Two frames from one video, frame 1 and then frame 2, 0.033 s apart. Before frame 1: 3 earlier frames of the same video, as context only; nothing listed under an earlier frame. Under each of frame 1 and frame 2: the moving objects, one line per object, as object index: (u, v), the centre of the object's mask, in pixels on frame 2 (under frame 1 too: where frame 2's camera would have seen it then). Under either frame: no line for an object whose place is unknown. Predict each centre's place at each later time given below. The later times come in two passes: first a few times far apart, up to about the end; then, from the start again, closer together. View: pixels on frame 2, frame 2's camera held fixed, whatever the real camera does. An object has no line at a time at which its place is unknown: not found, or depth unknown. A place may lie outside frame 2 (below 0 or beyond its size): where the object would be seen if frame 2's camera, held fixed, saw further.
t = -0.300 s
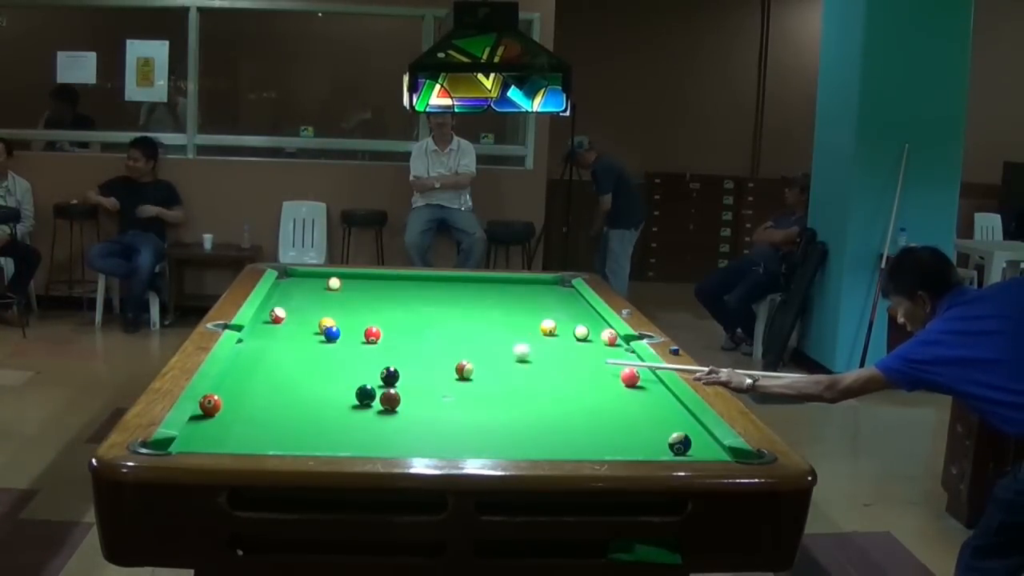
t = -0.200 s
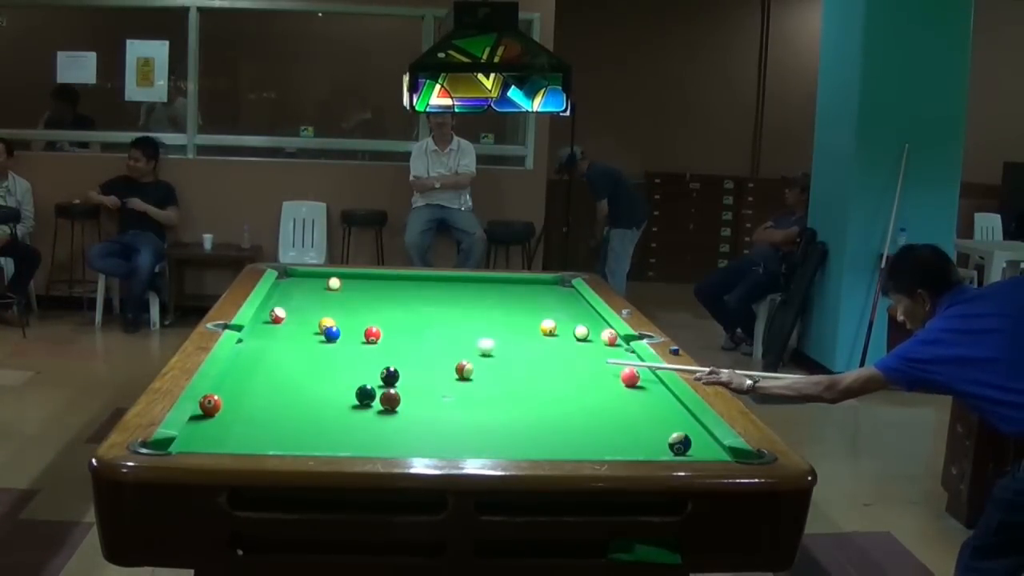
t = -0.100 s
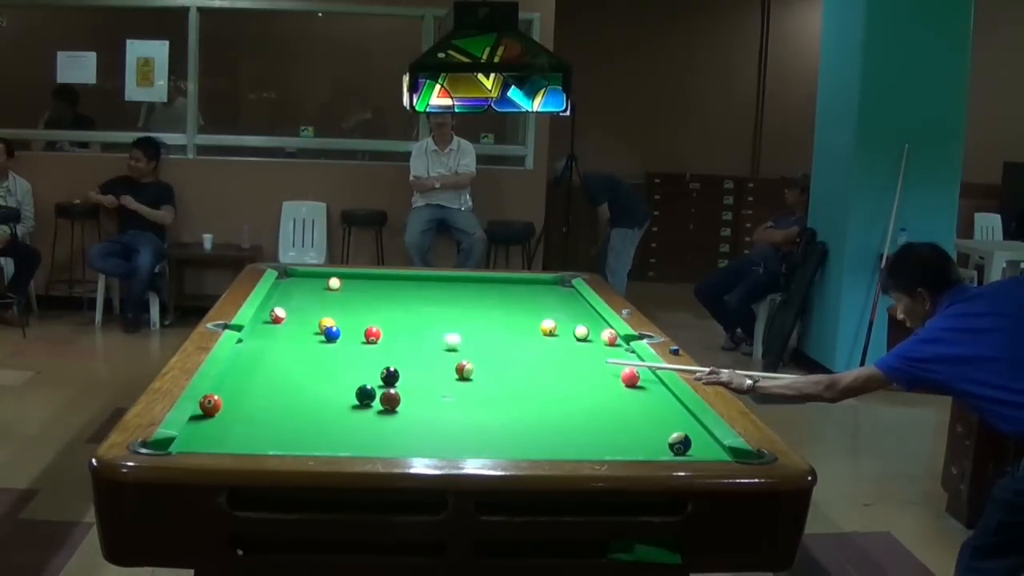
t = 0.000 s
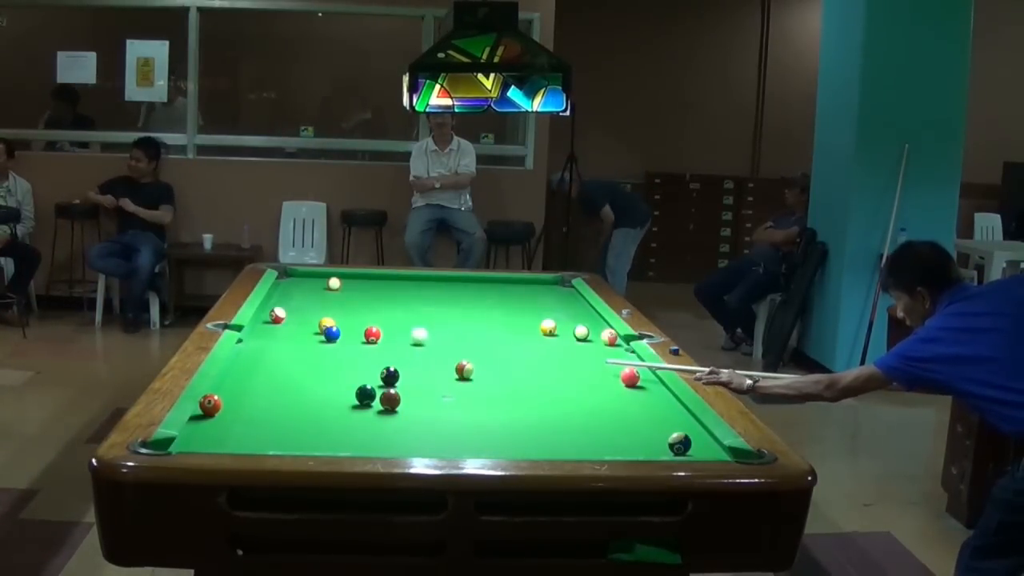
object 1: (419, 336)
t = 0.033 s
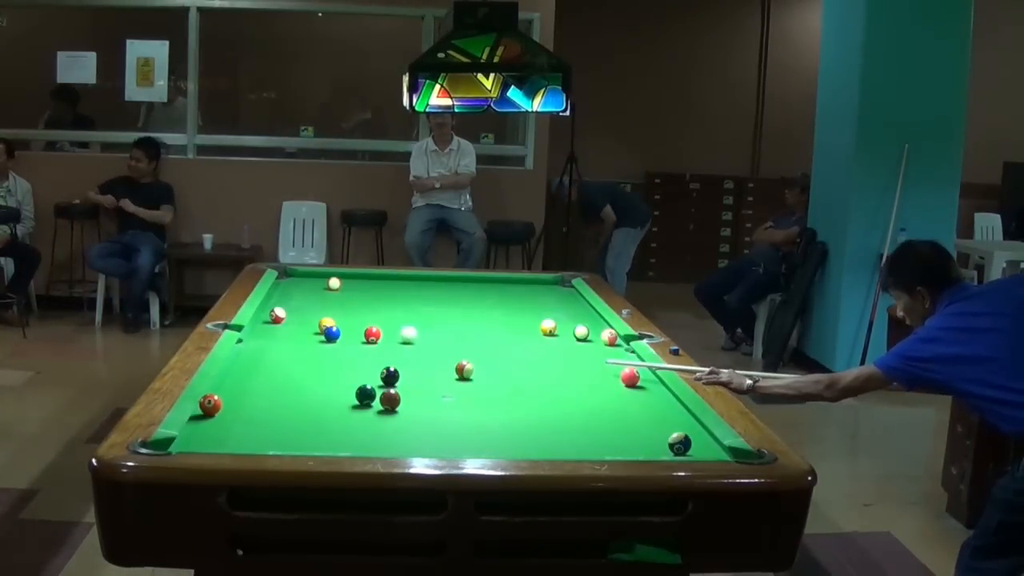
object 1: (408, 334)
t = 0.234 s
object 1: (348, 325)
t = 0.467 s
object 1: (308, 312)
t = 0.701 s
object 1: (273, 301)
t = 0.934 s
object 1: (288, 296)
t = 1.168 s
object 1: (307, 291)
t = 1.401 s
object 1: (324, 287)
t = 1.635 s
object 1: (336, 286)
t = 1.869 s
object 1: (347, 285)
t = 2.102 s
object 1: (356, 285)
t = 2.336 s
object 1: (364, 285)
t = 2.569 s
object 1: (370, 284)
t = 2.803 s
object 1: (376, 284)
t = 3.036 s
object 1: (381, 284)
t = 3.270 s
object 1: (384, 284)
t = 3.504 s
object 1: (386, 284)
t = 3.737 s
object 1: (388, 284)
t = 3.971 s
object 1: (388, 284)
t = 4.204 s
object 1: (388, 284)
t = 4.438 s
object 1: (388, 284)
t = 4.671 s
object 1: (388, 284)
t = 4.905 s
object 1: (388, 284)
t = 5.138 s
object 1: (388, 284)
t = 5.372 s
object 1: (388, 284)
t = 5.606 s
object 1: (388, 284)
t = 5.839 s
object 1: (388, 284)
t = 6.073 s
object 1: (388, 284)
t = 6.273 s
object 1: (393, 282)
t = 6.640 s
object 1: (384, 283)
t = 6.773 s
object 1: (389, 284)
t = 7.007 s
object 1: (389, 284)
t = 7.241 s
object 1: (389, 283)
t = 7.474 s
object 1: (389, 284)
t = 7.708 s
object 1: (388, 284)
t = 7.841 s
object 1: (388, 284)
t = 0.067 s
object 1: (398, 332)
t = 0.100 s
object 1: (388, 331)
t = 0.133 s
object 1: (379, 326)
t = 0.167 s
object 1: (366, 325)
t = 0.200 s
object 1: (357, 326)
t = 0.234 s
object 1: (348, 325)
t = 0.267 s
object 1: (341, 322)
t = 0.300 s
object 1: (335, 320)
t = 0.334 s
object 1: (330, 318)
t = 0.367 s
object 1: (325, 318)
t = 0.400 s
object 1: (319, 315)
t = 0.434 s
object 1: (314, 314)
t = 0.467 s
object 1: (308, 312)
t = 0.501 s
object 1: (303, 311)
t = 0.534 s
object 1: (297, 310)
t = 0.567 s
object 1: (293, 308)
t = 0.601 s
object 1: (288, 306)
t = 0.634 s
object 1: (283, 304)
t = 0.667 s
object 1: (278, 302)
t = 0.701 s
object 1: (273, 301)
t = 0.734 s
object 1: (269, 301)
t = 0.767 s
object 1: (273, 300)
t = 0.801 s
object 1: (276, 299)
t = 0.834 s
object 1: (279, 298)
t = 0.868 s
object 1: (282, 298)
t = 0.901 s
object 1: (285, 297)
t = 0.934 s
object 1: (288, 296)
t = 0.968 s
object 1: (290, 296)
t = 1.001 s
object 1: (293, 295)
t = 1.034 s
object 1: (296, 294)
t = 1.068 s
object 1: (299, 293)
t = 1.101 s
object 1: (301, 293)
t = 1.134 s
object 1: (304, 292)
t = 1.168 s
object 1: (307, 291)
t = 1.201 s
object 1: (309, 291)
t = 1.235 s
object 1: (312, 290)
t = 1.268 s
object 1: (314, 289)
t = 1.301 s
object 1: (317, 289)
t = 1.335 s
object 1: (319, 288)
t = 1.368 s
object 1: (322, 288)
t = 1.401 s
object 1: (324, 287)
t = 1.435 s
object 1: (326, 286)
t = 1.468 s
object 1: (328, 286)
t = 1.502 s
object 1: (330, 286)
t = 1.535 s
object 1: (332, 285)
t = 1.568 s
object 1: (334, 285)
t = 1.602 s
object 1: (335, 286)
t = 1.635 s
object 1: (336, 286)
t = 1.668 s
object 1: (338, 285)
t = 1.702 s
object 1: (340, 285)
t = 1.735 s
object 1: (341, 285)
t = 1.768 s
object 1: (342, 285)
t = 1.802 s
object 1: (344, 285)
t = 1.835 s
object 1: (346, 285)
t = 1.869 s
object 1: (347, 285)
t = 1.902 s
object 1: (348, 285)
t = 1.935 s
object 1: (350, 285)
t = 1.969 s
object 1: (351, 285)
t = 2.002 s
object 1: (352, 285)
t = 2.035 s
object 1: (353, 285)
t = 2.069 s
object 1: (355, 285)
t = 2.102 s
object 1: (356, 285)
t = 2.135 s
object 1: (357, 285)
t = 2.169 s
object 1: (358, 285)
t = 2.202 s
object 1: (359, 285)
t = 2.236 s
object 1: (360, 285)
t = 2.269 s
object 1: (362, 285)
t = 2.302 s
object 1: (362, 285)
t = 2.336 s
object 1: (364, 285)
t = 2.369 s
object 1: (365, 285)
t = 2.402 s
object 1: (365, 285)
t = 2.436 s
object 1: (366, 284)
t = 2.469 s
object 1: (368, 284)
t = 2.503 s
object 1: (369, 284)
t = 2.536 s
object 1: (369, 284)
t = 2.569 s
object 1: (370, 284)
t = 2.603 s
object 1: (371, 284)
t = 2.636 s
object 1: (372, 284)
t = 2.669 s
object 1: (373, 284)
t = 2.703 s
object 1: (374, 284)
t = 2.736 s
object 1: (374, 284)
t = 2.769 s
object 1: (375, 284)
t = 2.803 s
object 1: (376, 284)
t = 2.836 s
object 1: (377, 284)
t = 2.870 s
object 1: (377, 284)
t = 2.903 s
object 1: (378, 284)
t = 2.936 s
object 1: (379, 284)
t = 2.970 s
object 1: (379, 284)
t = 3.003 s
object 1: (380, 284)
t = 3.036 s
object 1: (381, 284)
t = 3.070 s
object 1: (381, 284)
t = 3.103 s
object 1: (382, 284)
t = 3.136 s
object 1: (382, 284)
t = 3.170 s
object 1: (382, 284)
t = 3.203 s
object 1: (383, 284)
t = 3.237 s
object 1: (383, 284)
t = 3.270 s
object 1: (384, 284)
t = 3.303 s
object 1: (384, 284)
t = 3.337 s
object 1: (385, 284)
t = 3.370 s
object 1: (385, 284)
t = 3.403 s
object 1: (386, 284)
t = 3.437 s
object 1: (386, 284)
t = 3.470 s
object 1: (386, 284)
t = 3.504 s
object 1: (386, 284)
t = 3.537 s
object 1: (387, 284)
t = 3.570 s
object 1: (387, 284)
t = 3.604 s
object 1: (387, 284)
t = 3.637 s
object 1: (387, 284)
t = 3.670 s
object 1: (388, 284)
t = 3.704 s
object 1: (388, 284)
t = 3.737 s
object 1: (388, 284)
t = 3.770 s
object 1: (388, 284)
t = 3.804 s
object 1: (388, 284)
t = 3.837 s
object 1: (388, 284)
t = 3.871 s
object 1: (388, 284)
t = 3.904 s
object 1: (388, 284)
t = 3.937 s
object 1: (388, 284)
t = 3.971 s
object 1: (388, 284)
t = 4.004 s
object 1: (388, 284)
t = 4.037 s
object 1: (388, 284)
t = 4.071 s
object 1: (388, 284)
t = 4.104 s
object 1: (388, 284)
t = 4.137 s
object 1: (388, 284)
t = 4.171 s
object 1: (388, 284)
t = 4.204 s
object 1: (388, 284)
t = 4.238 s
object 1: (388, 284)
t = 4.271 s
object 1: (388, 284)
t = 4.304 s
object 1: (388, 284)
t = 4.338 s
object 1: (388, 284)
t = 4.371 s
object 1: (388, 284)
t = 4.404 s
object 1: (388, 284)
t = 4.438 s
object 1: (388, 284)
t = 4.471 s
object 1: (388, 284)
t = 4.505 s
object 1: (388, 284)
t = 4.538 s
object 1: (388, 284)
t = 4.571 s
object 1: (388, 284)
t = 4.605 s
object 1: (388, 284)
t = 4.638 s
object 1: (388, 284)
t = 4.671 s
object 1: (388, 284)
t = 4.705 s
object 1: (388, 284)
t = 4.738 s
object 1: (388, 284)
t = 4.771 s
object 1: (388, 284)
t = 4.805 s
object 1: (388, 284)
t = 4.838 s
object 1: (388, 284)
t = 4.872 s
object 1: (388, 284)
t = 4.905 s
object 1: (388, 284)
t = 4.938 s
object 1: (388, 284)
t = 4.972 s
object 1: (388, 284)
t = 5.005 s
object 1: (388, 284)
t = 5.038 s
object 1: (388, 284)
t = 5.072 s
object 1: (388, 284)
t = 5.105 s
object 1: (388, 284)
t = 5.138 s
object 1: (388, 284)
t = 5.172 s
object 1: (388, 284)
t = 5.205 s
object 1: (388, 284)
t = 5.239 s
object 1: (388, 284)
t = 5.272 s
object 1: (388, 284)
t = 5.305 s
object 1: (388, 284)
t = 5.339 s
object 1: (388, 284)
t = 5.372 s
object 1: (388, 284)
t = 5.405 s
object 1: (388, 284)
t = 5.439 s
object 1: (388, 284)
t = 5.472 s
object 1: (388, 284)
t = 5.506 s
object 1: (388, 284)
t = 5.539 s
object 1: (388, 284)
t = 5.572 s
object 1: (388, 284)
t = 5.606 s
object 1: (388, 284)
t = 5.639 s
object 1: (388, 284)
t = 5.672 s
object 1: (388, 284)
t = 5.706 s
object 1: (388, 284)
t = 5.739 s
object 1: (388, 284)
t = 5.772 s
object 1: (388, 284)
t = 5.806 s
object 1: (388, 284)
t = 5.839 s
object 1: (388, 284)
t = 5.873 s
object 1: (388, 284)
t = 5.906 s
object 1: (388, 284)
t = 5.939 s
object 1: (388, 284)
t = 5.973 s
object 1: (388, 284)
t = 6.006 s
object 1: (388, 284)
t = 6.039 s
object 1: (388, 284)
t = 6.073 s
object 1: (388, 284)
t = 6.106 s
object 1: (388, 284)
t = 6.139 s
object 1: (388, 284)
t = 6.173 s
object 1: (388, 284)
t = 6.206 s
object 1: (388, 284)
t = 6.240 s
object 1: (389, 284)
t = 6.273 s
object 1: (393, 282)
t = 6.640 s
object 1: (384, 283)
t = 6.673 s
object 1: (389, 283)
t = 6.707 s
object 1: (389, 283)
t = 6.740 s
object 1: (389, 283)
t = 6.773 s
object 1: (389, 284)
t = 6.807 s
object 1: (389, 283)
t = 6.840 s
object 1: (389, 284)
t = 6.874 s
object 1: (389, 284)
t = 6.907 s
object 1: (389, 284)
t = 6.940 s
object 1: (389, 283)
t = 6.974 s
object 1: (389, 284)
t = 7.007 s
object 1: (389, 284)
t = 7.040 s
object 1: (389, 283)
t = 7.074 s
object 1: (389, 284)
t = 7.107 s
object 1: (389, 284)
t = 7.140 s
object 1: (389, 284)
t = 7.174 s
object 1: (389, 284)
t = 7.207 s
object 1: (389, 284)
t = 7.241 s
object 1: (389, 283)
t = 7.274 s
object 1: (389, 284)
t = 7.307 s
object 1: (389, 284)
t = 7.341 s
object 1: (389, 283)
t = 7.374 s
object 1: (389, 283)
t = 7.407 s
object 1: (389, 283)
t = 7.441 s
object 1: (389, 284)
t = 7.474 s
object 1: (389, 284)
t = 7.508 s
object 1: (389, 284)
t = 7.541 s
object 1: (389, 284)
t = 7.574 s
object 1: (388, 284)
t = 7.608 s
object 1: (388, 284)
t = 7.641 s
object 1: (389, 283)
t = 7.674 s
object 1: (389, 283)
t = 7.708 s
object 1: (388, 284)
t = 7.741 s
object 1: (388, 284)
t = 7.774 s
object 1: (388, 284)
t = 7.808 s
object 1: (388, 284)
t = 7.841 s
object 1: (388, 284)
